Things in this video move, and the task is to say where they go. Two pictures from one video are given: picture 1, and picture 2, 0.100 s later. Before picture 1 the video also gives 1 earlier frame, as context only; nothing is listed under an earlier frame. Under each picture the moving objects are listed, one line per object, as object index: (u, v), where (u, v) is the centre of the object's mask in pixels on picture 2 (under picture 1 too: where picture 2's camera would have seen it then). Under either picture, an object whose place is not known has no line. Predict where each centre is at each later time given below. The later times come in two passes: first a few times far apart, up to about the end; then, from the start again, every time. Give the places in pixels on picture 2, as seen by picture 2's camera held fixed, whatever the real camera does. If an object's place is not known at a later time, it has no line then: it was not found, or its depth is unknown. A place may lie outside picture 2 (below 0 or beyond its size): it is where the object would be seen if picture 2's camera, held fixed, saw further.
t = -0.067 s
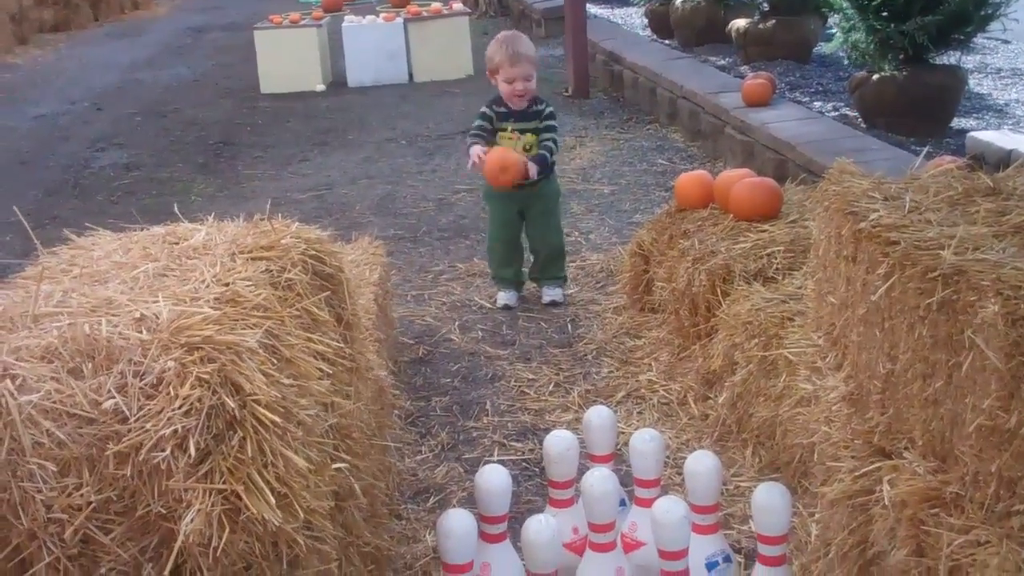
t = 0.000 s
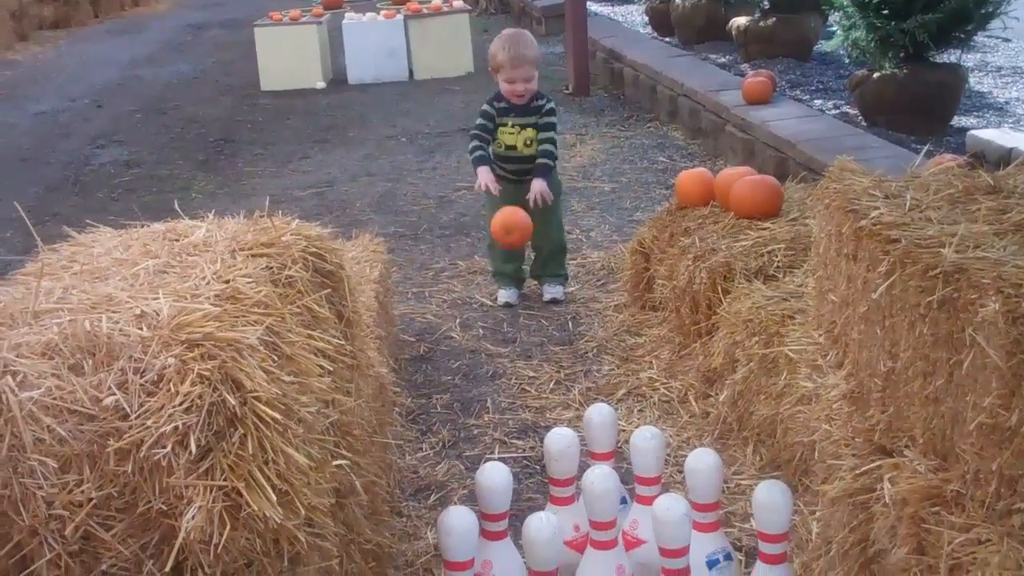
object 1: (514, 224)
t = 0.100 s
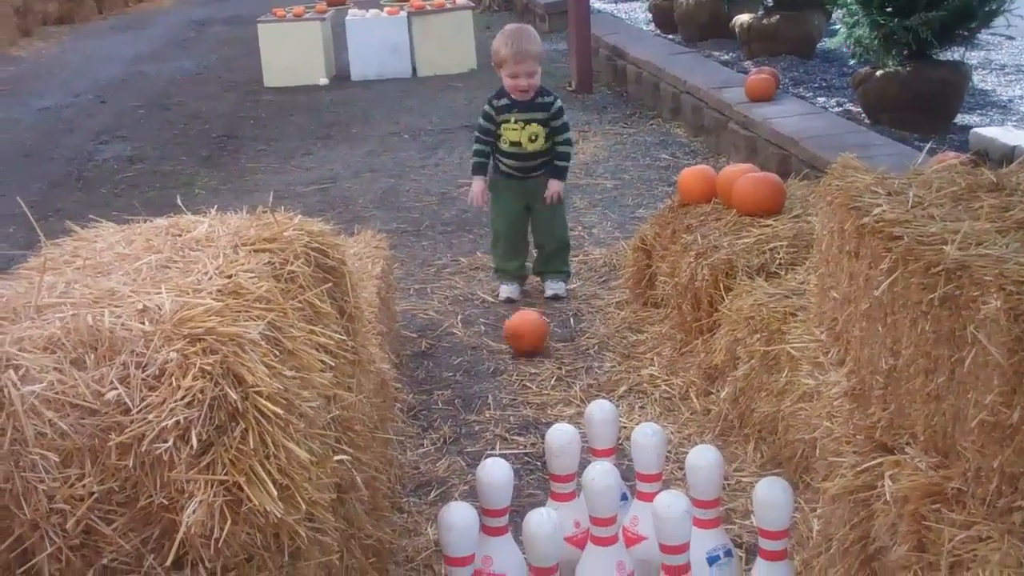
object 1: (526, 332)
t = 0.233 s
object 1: (519, 290)
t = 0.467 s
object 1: (509, 363)
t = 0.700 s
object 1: (520, 392)
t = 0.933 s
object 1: (529, 443)
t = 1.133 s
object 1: (539, 472)
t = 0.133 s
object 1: (523, 317)
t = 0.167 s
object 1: (521, 303)
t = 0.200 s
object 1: (520, 295)
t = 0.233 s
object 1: (519, 290)
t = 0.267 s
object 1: (517, 289)
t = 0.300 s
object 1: (516, 290)
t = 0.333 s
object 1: (513, 296)
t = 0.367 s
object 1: (512, 307)
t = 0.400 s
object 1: (511, 321)
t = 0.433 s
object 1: (510, 340)
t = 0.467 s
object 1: (509, 363)
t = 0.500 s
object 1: (510, 390)
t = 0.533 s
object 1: (510, 380)
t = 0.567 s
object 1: (511, 375)
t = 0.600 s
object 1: (513, 373)
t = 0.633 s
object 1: (515, 376)
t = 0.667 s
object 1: (517, 382)
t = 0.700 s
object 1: (520, 392)
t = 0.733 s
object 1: (523, 408)
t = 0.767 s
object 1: (524, 423)
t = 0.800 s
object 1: (524, 423)
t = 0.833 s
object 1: (526, 424)
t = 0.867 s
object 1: (527, 432)
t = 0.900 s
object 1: (527, 439)
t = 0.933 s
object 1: (529, 443)
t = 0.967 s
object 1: (531, 453)
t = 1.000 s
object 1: (533, 457)
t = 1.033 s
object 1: (533, 459)
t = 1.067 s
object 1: (535, 464)
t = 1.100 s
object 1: (536, 468)
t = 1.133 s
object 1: (539, 472)
